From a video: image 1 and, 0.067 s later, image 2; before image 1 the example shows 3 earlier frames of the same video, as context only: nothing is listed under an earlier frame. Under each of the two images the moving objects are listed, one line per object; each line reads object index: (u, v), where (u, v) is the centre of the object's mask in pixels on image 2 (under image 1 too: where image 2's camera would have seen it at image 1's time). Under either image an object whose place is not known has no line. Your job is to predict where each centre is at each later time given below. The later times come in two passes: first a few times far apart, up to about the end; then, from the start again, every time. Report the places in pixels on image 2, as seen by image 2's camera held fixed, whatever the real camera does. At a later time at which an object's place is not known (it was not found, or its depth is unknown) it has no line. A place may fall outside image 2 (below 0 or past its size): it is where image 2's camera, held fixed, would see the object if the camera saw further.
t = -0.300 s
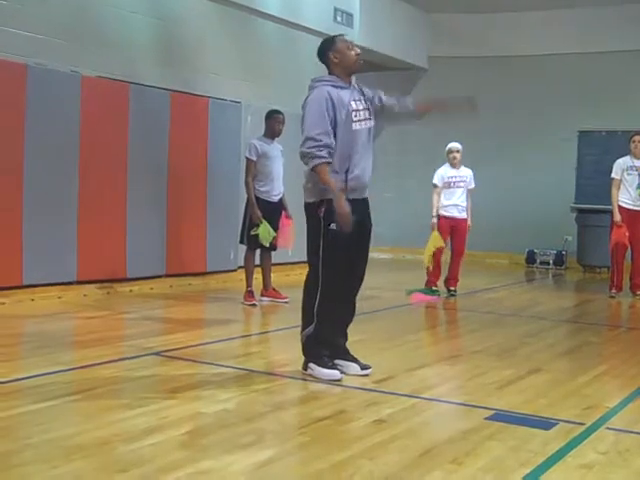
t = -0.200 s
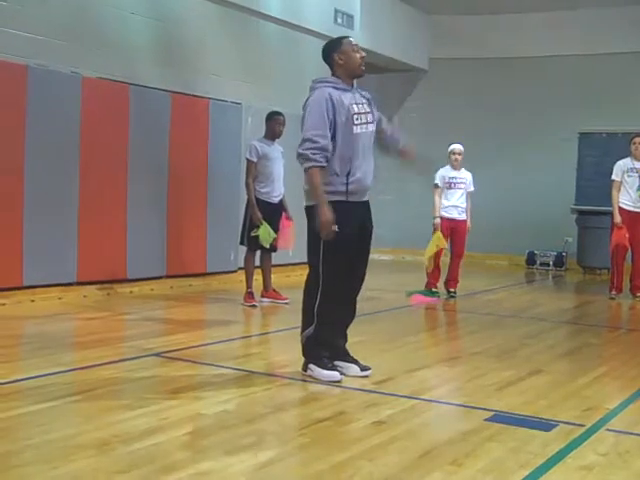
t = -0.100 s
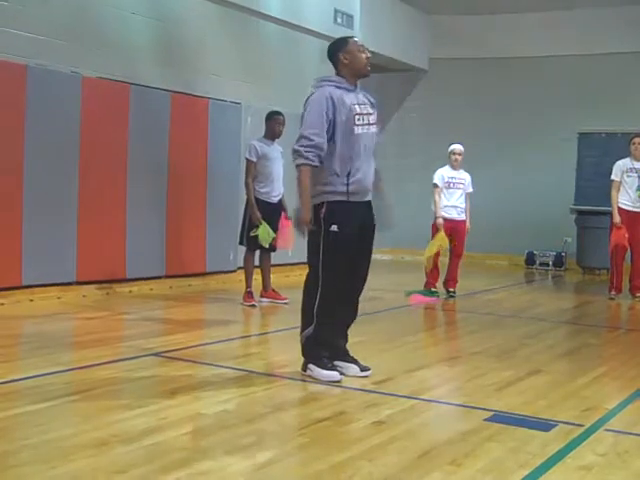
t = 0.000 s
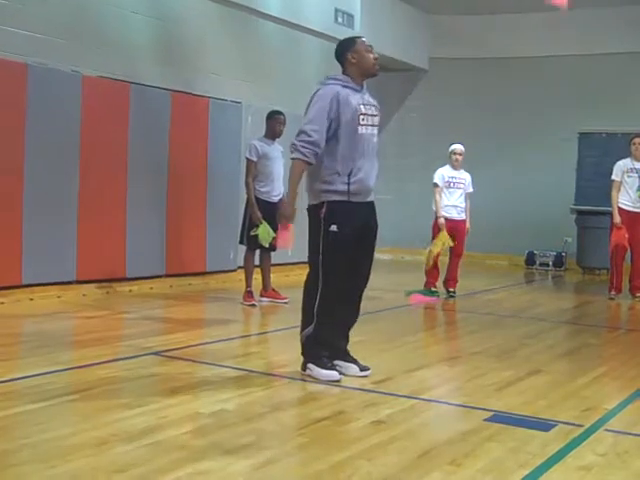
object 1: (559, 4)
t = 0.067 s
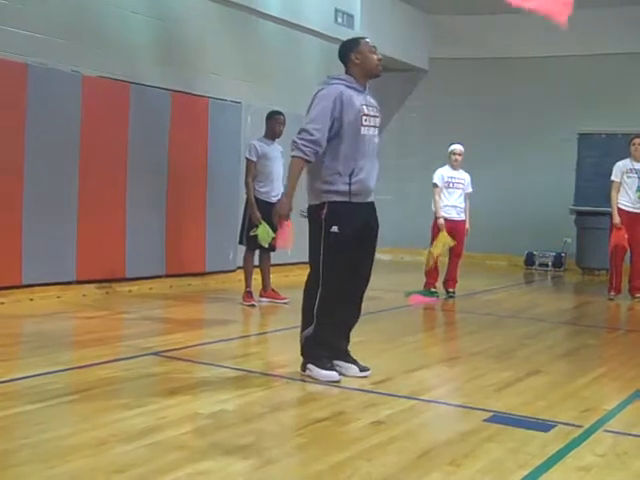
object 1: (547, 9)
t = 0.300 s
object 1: (555, 56)
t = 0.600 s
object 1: (607, 139)
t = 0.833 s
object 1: (655, 218)
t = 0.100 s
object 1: (544, 13)
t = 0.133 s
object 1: (542, 18)
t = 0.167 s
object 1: (544, 24)
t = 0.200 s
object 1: (546, 31)
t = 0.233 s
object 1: (549, 40)
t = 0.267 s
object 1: (552, 48)
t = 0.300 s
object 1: (555, 56)
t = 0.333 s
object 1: (558, 64)
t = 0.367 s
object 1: (563, 73)
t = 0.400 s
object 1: (567, 82)
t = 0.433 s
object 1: (574, 92)
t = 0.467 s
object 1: (580, 102)
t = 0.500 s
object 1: (586, 112)
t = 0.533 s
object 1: (593, 121)
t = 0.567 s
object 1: (600, 128)
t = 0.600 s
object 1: (607, 139)
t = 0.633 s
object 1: (614, 149)
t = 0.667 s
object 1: (622, 161)
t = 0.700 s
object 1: (628, 170)
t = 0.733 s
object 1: (636, 181)
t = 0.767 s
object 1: (642, 194)
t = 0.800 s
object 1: (650, 206)
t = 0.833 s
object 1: (655, 218)
